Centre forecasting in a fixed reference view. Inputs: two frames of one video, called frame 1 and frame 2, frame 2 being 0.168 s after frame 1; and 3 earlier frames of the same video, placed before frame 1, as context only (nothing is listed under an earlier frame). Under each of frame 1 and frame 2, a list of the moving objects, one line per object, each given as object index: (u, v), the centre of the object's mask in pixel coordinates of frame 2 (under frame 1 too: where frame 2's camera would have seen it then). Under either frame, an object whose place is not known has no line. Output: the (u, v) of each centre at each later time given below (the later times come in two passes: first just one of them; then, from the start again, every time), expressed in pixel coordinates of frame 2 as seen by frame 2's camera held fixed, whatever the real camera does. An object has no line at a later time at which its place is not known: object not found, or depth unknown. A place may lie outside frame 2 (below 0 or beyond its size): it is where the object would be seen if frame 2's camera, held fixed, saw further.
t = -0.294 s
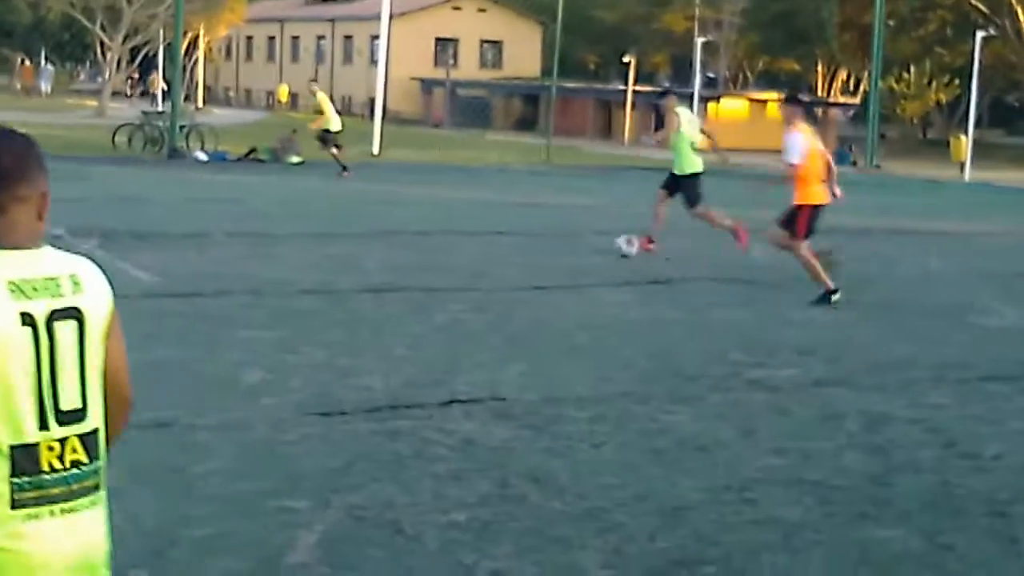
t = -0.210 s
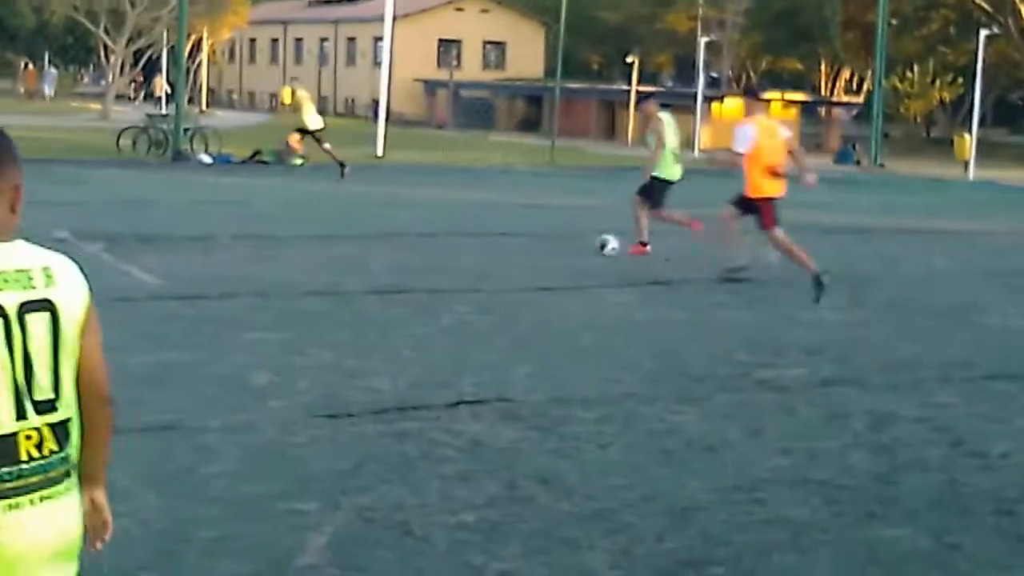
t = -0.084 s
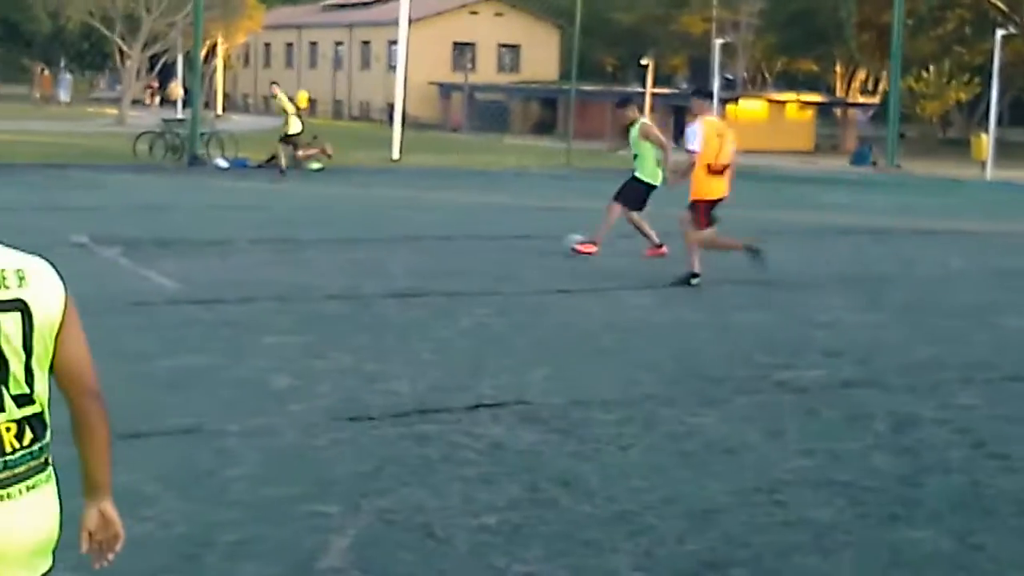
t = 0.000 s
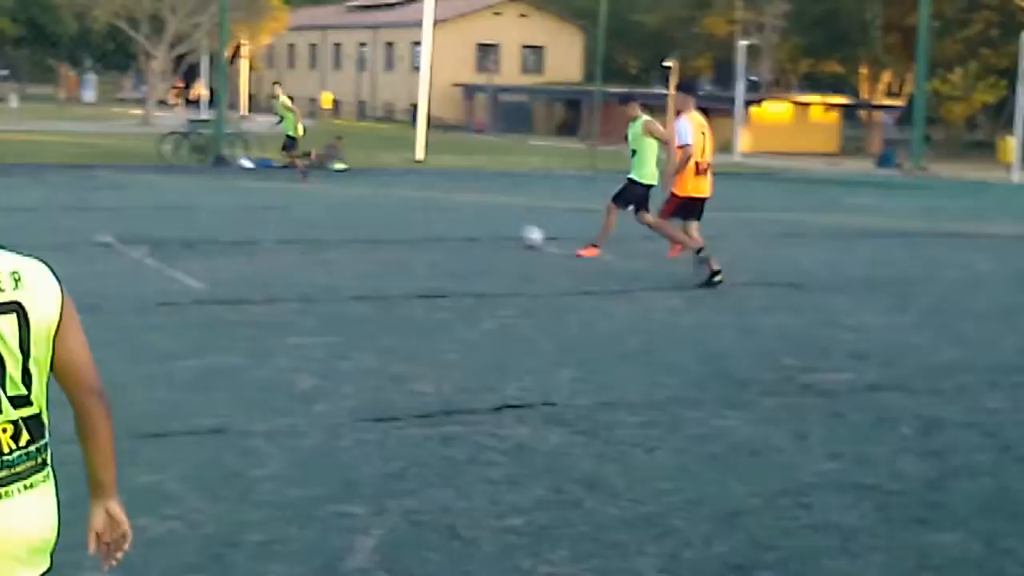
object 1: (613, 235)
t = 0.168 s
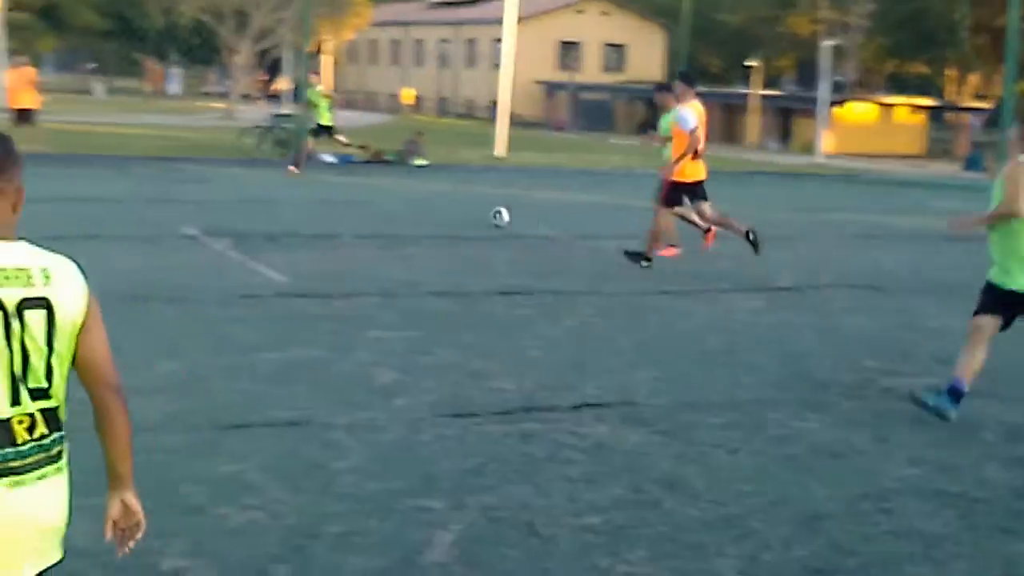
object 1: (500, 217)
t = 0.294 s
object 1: (436, 203)
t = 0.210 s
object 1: (477, 212)
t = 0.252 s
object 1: (455, 208)
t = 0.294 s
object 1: (436, 203)
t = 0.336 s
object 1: (417, 202)
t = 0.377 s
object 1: (396, 201)
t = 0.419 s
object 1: (380, 199)
